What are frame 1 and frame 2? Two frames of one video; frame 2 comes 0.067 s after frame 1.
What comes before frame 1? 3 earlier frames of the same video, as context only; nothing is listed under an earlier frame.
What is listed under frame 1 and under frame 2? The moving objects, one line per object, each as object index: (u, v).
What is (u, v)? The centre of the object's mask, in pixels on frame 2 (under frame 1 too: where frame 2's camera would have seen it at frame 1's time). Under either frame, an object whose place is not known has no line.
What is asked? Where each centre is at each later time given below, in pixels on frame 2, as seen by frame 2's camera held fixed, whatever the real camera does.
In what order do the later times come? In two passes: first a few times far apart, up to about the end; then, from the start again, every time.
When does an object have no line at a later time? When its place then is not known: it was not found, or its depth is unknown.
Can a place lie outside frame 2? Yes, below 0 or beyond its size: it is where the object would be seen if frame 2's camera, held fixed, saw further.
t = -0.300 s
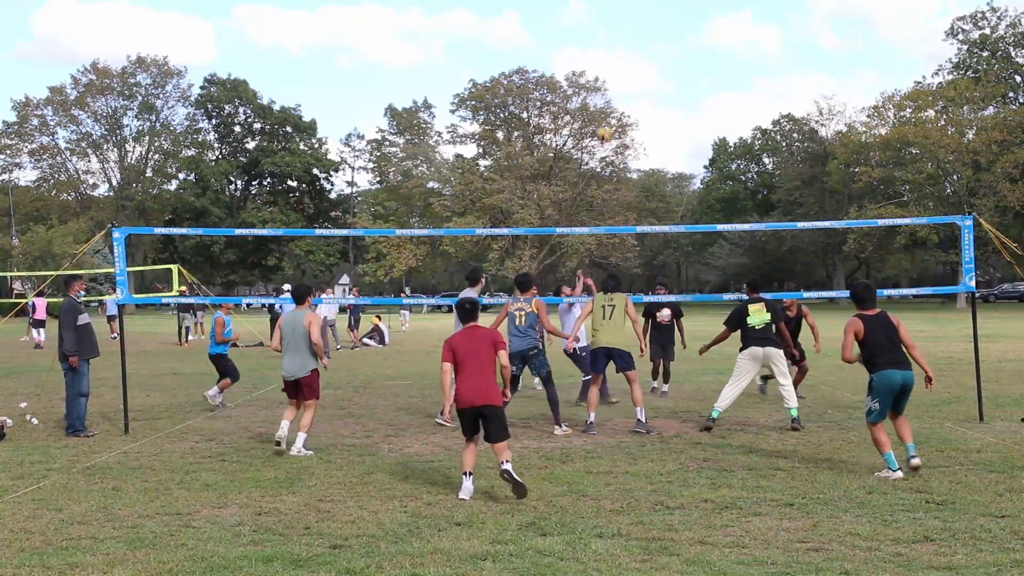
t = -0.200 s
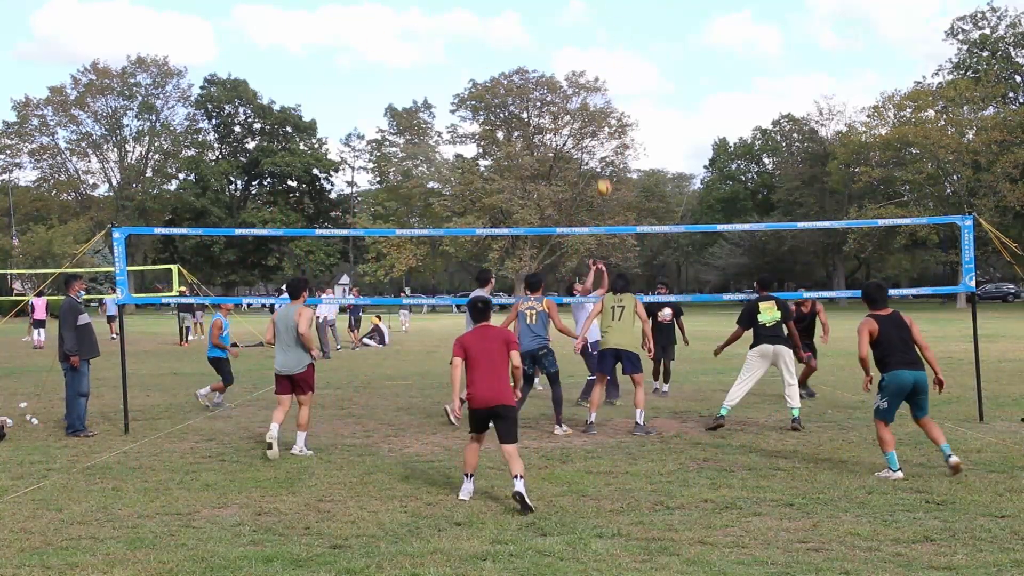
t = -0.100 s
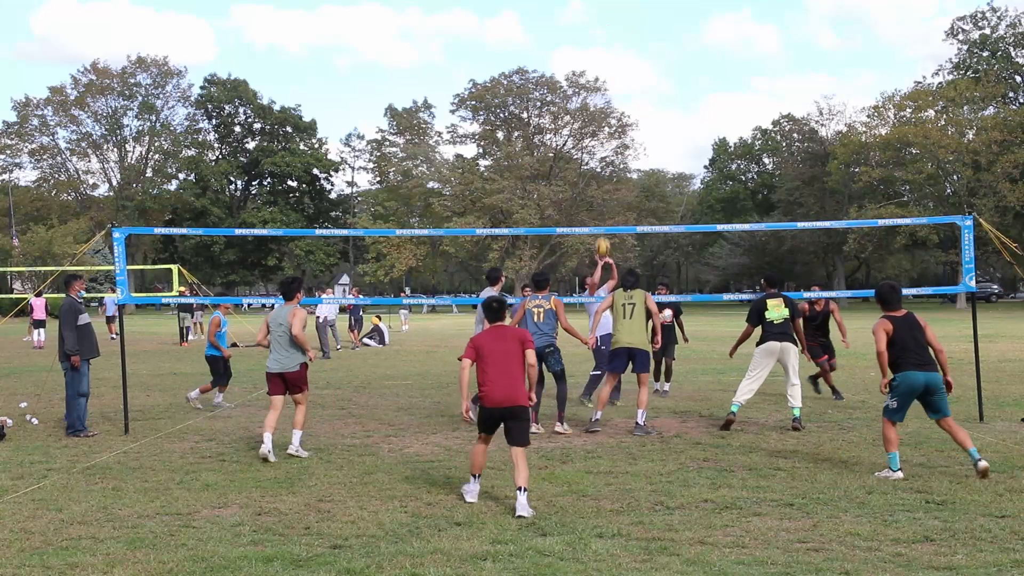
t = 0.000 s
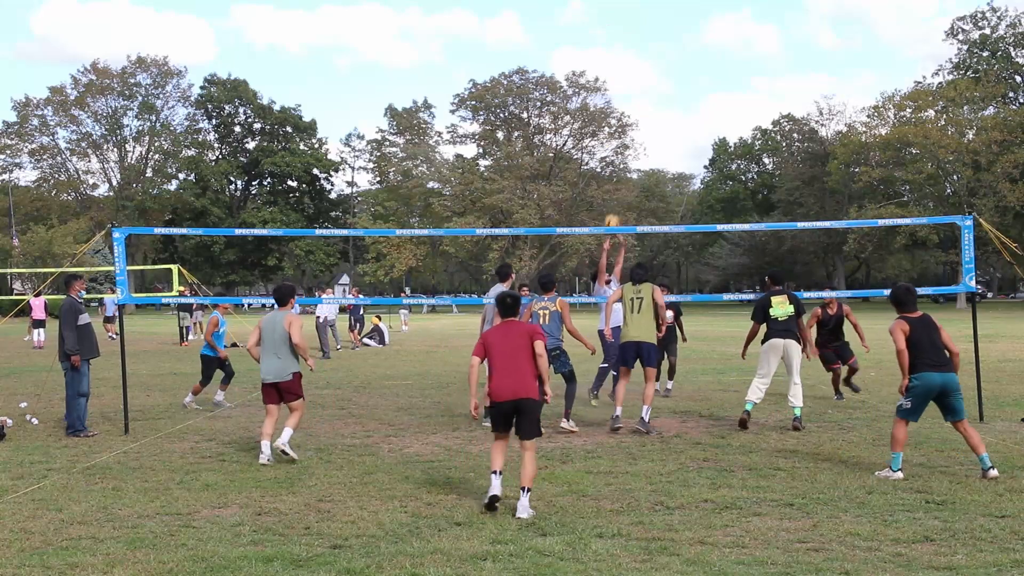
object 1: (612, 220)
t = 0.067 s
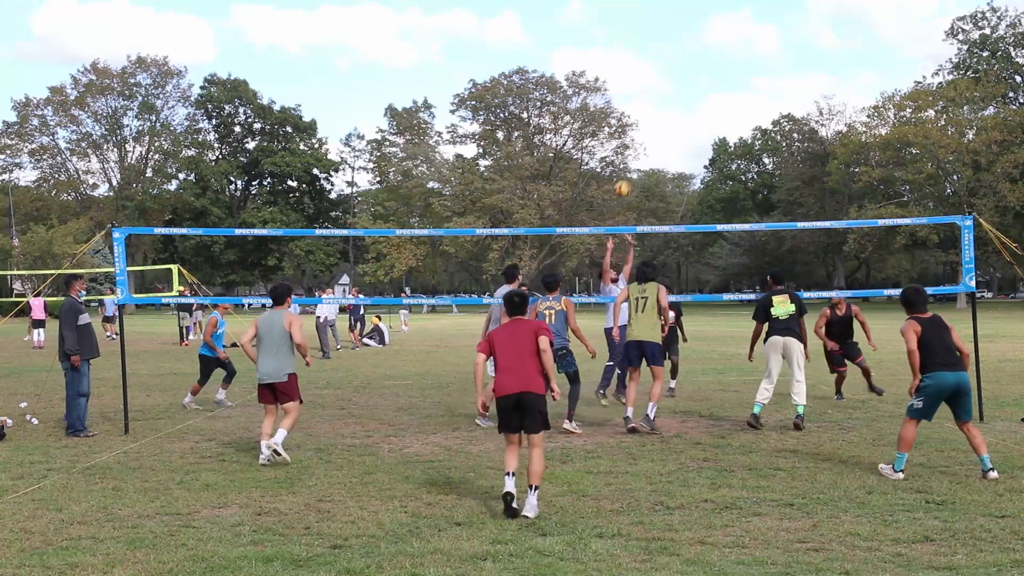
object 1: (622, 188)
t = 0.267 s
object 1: (654, 105)
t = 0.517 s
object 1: (695, 40)
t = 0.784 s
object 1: (740, 19)
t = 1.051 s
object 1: (786, 52)
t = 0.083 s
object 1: (625, 180)
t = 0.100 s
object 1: (627, 173)
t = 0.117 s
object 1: (630, 166)
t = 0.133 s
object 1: (633, 159)
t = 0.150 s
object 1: (635, 151)
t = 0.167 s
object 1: (638, 144)
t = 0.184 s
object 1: (640, 137)
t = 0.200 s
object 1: (643, 130)
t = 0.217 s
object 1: (646, 124)
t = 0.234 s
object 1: (649, 117)
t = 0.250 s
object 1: (651, 111)
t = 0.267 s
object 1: (654, 105)
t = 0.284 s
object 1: (656, 99)
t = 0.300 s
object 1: (659, 94)
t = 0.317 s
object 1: (662, 88)
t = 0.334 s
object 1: (664, 83)
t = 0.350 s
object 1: (667, 78)
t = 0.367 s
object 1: (670, 74)
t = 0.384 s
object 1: (673, 69)
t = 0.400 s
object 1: (675, 65)
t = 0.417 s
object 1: (678, 61)
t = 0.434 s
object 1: (681, 57)
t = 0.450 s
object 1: (683, 53)
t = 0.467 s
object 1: (686, 49)
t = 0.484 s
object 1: (689, 46)
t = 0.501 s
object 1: (692, 43)
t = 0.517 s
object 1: (695, 40)
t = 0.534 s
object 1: (697, 37)
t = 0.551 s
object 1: (700, 34)
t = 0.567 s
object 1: (703, 32)
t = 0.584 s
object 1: (706, 30)
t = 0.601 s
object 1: (709, 28)
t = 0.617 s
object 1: (712, 26)
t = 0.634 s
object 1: (714, 25)
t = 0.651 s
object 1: (717, 23)
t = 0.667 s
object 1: (720, 22)
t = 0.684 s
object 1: (723, 21)
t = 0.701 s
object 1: (726, 20)
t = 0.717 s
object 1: (729, 20)
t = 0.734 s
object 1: (731, 19)
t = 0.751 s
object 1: (734, 19)
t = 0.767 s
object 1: (737, 19)
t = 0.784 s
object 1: (740, 19)
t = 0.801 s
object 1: (743, 20)
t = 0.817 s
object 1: (746, 21)
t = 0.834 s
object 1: (749, 22)
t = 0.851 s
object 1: (752, 23)
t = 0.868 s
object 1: (754, 24)
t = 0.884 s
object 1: (757, 25)
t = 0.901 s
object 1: (760, 27)
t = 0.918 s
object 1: (763, 29)
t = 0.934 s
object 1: (766, 31)
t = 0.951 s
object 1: (769, 34)
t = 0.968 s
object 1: (772, 36)
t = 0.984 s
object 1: (775, 39)
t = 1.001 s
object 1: (778, 42)
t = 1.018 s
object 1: (781, 45)
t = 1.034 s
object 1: (783, 49)
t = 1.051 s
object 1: (786, 52)
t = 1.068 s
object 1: (789, 56)
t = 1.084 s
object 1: (792, 60)
